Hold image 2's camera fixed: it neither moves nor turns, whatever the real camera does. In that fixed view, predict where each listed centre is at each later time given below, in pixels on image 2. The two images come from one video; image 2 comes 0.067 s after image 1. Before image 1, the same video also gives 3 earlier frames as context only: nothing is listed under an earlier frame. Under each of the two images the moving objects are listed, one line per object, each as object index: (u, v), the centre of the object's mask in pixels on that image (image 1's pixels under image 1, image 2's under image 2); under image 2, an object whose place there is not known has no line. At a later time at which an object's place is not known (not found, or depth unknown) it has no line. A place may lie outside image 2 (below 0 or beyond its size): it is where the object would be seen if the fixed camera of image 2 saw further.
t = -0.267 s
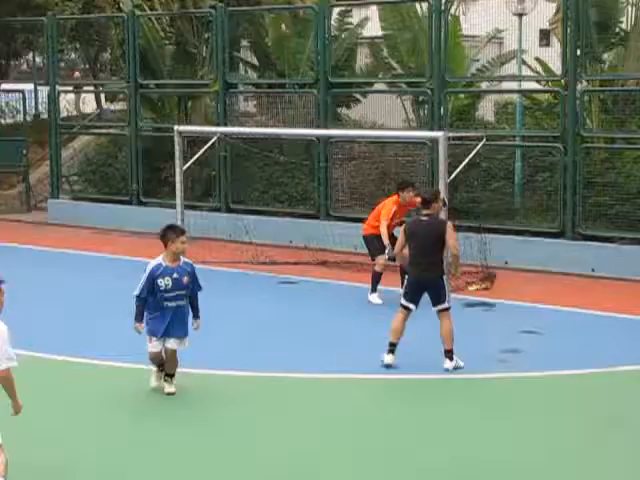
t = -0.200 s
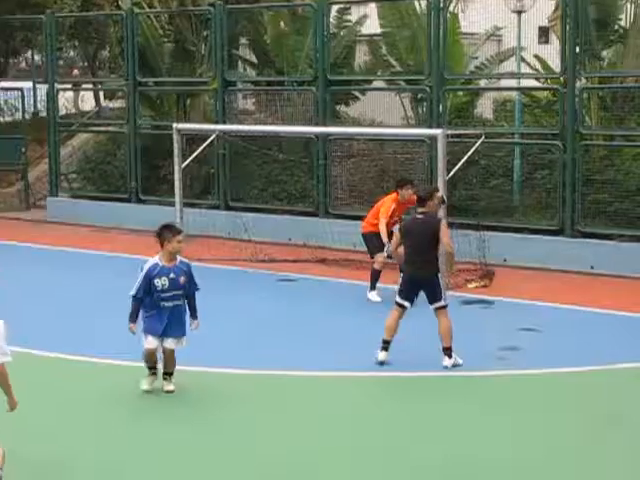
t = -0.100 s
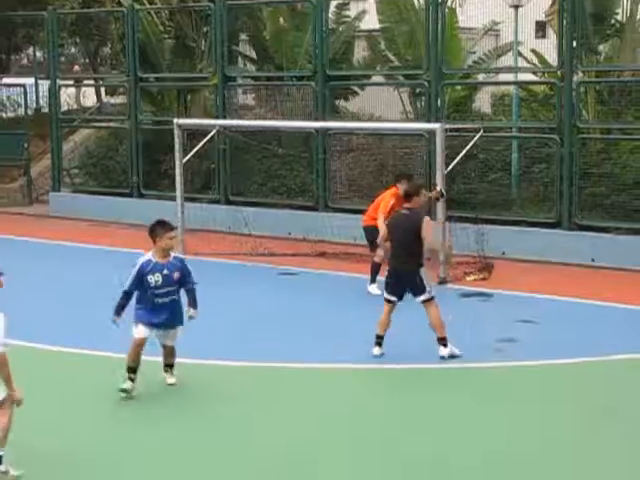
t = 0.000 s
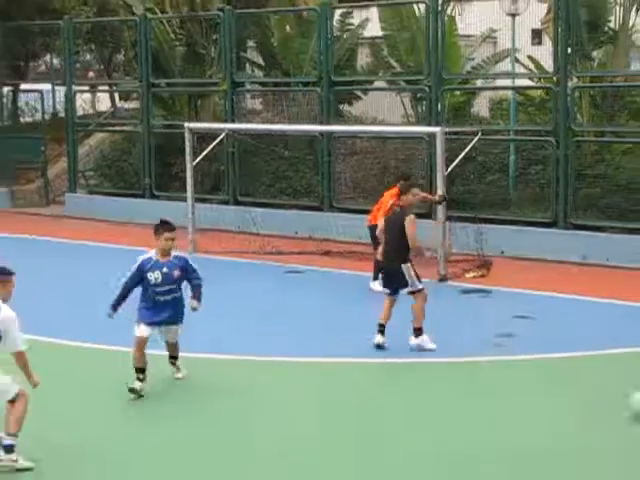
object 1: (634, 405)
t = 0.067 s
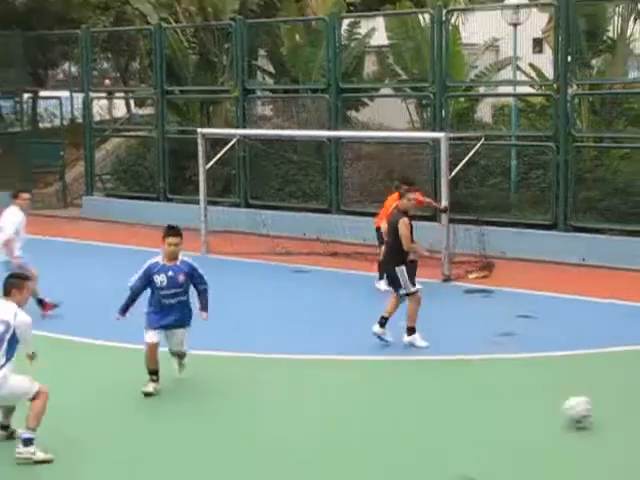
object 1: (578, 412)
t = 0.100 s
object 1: (547, 421)
